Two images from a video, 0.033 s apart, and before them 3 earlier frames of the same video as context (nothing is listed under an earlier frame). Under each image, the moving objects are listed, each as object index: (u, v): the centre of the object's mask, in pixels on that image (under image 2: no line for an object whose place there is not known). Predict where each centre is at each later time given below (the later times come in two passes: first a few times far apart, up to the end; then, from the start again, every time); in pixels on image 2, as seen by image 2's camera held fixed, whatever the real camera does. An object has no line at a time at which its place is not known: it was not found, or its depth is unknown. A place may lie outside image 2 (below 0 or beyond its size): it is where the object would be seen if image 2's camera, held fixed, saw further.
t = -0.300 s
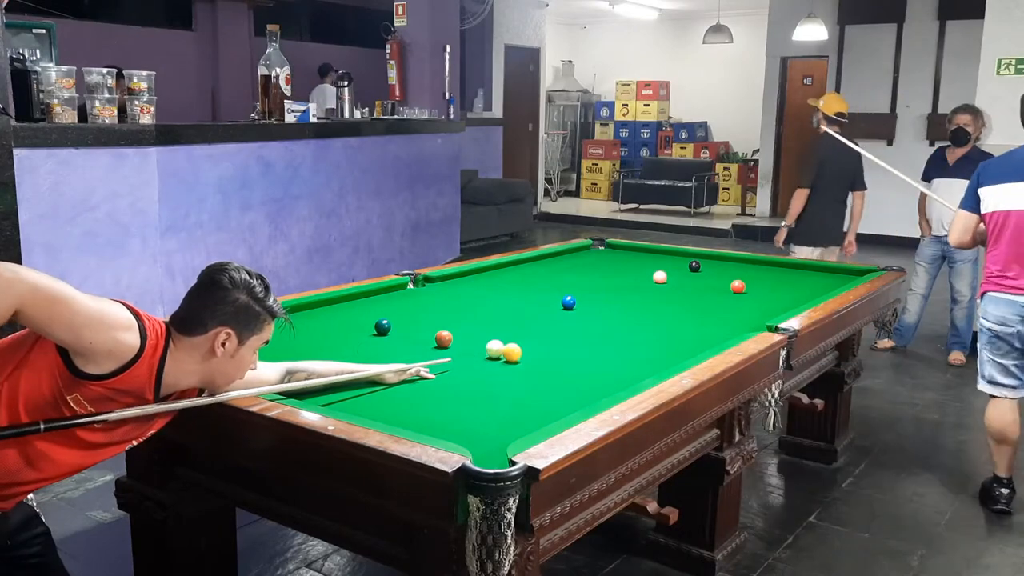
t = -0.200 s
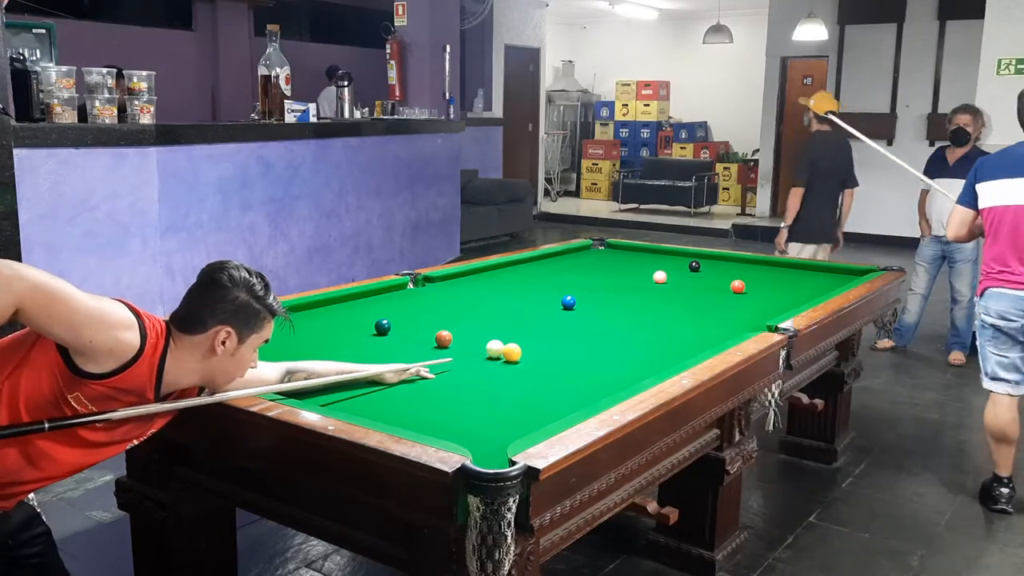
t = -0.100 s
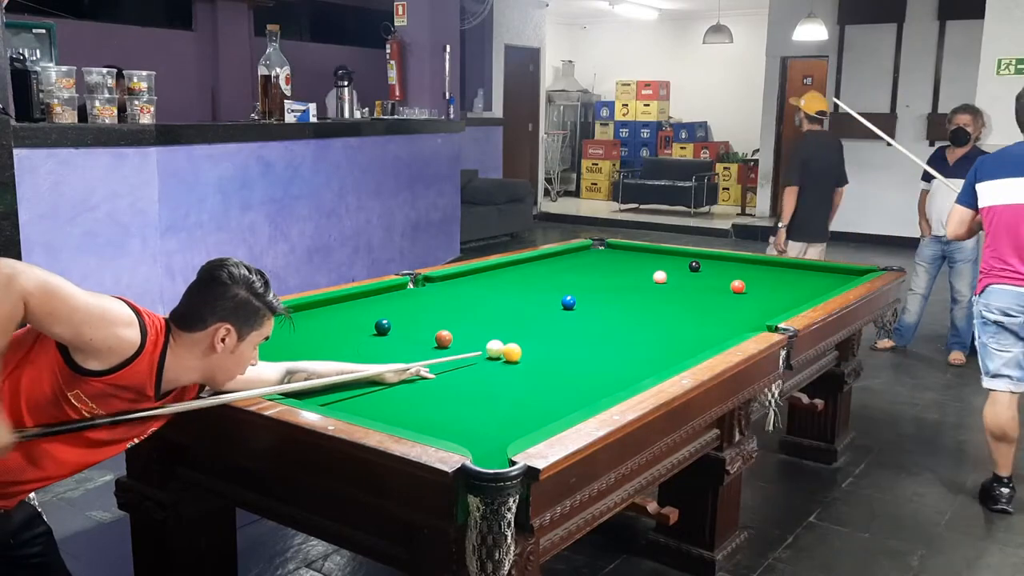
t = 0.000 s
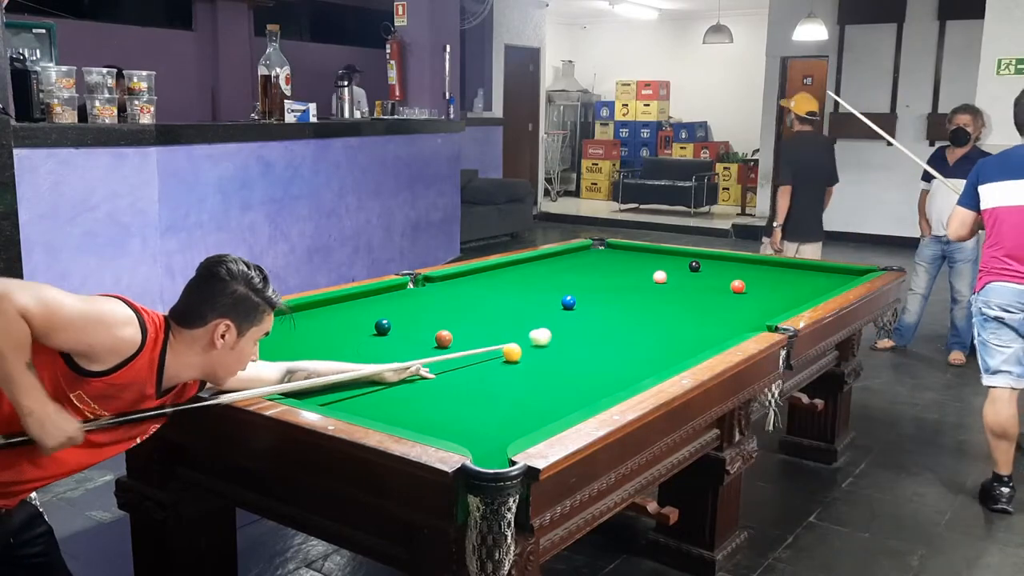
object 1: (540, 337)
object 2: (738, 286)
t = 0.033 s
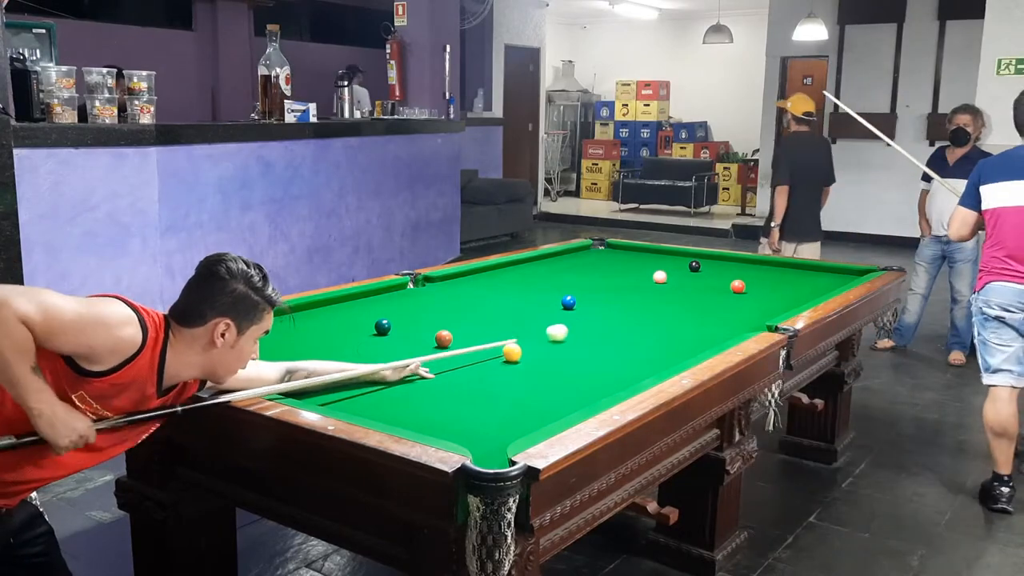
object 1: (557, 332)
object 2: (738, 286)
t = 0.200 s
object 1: (626, 315)
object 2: (738, 286)
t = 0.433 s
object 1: (690, 299)
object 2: (738, 286)
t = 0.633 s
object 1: (733, 288)
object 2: (742, 285)
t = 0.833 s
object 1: (748, 287)
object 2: (763, 277)
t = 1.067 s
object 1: (767, 285)
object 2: (782, 269)
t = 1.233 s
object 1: (780, 284)
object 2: (795, 265)
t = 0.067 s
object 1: (573, 328)
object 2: (738, 286)
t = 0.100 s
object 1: (587, 325)
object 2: (738, 286)
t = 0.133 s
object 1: (601, 321)
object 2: (738, 286)
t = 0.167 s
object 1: (614, 318)
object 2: (738, 286)
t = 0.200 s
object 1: (626, 315)
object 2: (738, 286)
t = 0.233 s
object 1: (637, 312)
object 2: (738, 286)
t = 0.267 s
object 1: (647, 309)
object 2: (738, 286)
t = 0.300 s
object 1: (656, 307)
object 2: (738, 286)
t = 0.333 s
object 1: (665, 305)
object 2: (738, 286)
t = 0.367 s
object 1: (673, 303)
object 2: (738, 286)
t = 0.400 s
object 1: (682, 301)
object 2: (738, 286)
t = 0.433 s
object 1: (690, 299)
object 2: (738, 286)
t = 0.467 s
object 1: (698, 297)
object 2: (738, 286)
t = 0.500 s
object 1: (705, 295)
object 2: (738, 286)
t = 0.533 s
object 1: (713, 293)
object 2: (738, 286)
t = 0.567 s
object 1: (721, 291)
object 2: (738, 286)
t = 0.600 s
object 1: (728, 289)
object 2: (739, 286)
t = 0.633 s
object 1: (733, 288)
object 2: (742, 285)
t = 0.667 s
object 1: (735, 288)
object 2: (745, 283)
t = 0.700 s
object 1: (737, 288)
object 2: (749, 282)
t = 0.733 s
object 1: (740, 288)
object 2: (752, 281)
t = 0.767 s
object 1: (742, 288)
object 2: (756, 280)
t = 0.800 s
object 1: (745, 288)
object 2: (759, 278)
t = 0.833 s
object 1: (748, 287)
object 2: (763, 277)
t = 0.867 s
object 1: (751, 287)
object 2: (766, 276)
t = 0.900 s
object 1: (754, 287)
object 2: (768, 275)
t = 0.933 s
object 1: (757, 286)
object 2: (771, 274)
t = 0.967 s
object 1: (759, 285)
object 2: (774, 272)
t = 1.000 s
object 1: (762, 285)
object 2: (777, 271)
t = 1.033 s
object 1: (765, 285)
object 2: (780, 270)
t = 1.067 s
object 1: (767, 285)
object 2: (782, 269)
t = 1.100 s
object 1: (770, 285)
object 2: (785, 269)
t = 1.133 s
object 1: (773, 285)
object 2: (787, 268)
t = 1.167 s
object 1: (775, 285)
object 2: (790, 267)
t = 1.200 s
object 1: (777, 284)
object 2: (792, 266)
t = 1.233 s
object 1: (780, 284)
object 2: (795, 265)
